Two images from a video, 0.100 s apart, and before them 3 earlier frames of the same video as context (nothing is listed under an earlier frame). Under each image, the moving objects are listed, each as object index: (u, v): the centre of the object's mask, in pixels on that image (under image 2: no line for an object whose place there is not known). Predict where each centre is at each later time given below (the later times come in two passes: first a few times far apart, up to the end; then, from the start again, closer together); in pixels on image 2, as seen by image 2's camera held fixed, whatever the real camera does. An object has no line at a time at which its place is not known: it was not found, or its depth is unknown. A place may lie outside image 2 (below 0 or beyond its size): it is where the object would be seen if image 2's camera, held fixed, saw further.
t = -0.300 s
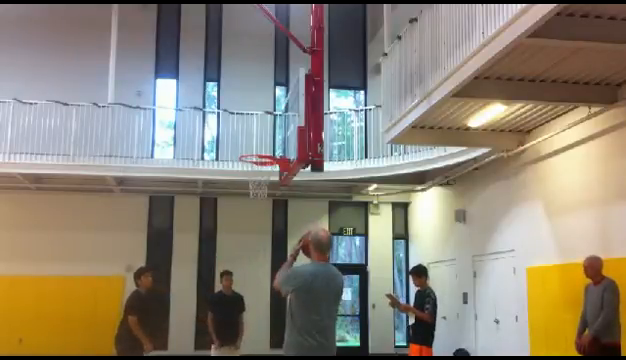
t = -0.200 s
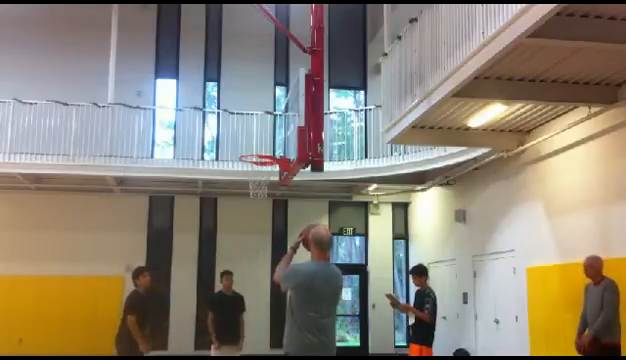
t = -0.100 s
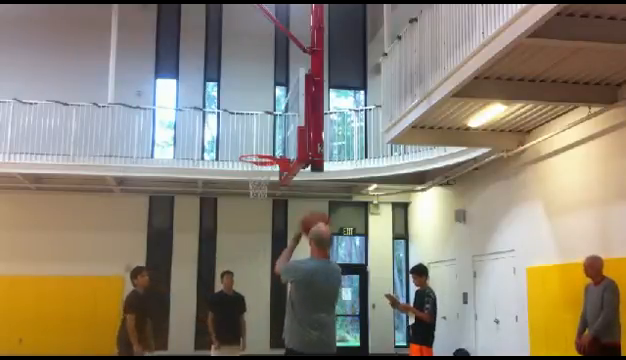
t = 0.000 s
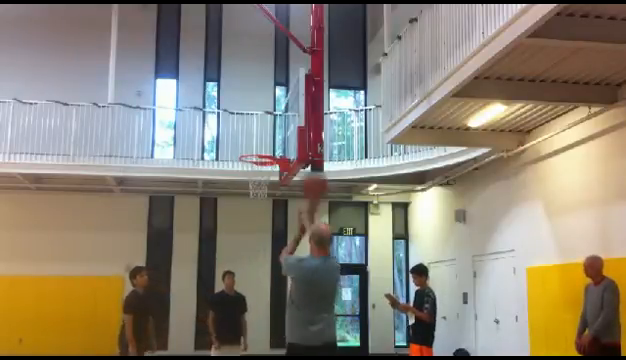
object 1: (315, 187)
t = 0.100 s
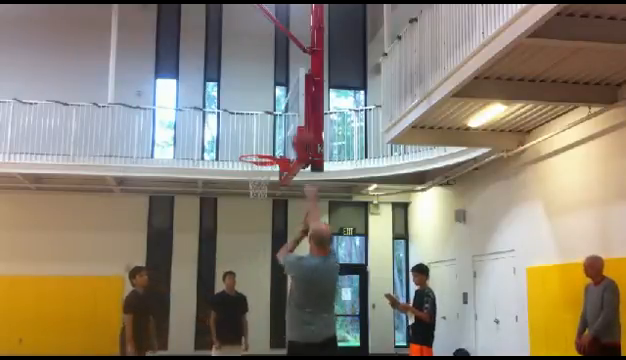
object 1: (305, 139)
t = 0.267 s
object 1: (294, 101)
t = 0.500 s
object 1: (279, 91)
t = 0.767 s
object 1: (261, 135)
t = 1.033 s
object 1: (262, 173)
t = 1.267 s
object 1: (262, 182)
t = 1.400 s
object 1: (261, 209)
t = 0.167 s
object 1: (298, 121)
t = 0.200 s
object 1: (296, 113)
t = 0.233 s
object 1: (296, 106)
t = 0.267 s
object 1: (294, 101)
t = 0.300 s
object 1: (291, 97)
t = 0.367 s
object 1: (284, 91)
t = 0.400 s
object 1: (282, 90)
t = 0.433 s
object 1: (281, 90)
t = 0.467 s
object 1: (280, 91)
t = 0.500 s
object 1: (279, 91)
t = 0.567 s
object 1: (271, 98)
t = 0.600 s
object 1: (270, 102)
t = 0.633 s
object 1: (268, 107)
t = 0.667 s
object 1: (266, 113)
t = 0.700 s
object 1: (265, 119)
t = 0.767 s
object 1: (261, 135)
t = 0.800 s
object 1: (259, 143)
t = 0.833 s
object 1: (257, 152)
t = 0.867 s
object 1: (256, 161)
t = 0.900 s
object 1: (258, 166)
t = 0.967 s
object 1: (261, 175)
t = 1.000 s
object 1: (262, 176)
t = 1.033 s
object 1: (262, 173)
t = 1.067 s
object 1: (262, 171)
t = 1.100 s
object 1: (262, 171)
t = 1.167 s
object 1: (263, 173)
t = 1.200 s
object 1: (262, 176)
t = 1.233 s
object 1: (262, 179)
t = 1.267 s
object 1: (262, 182)
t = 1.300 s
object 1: (261, 188)
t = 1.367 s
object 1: (261, 202)
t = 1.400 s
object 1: (261, 209)
